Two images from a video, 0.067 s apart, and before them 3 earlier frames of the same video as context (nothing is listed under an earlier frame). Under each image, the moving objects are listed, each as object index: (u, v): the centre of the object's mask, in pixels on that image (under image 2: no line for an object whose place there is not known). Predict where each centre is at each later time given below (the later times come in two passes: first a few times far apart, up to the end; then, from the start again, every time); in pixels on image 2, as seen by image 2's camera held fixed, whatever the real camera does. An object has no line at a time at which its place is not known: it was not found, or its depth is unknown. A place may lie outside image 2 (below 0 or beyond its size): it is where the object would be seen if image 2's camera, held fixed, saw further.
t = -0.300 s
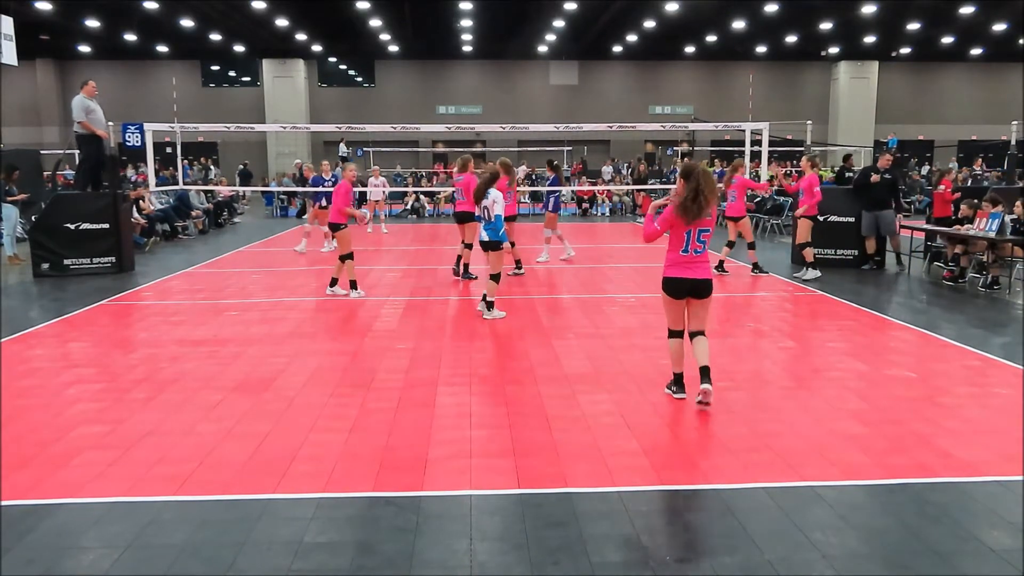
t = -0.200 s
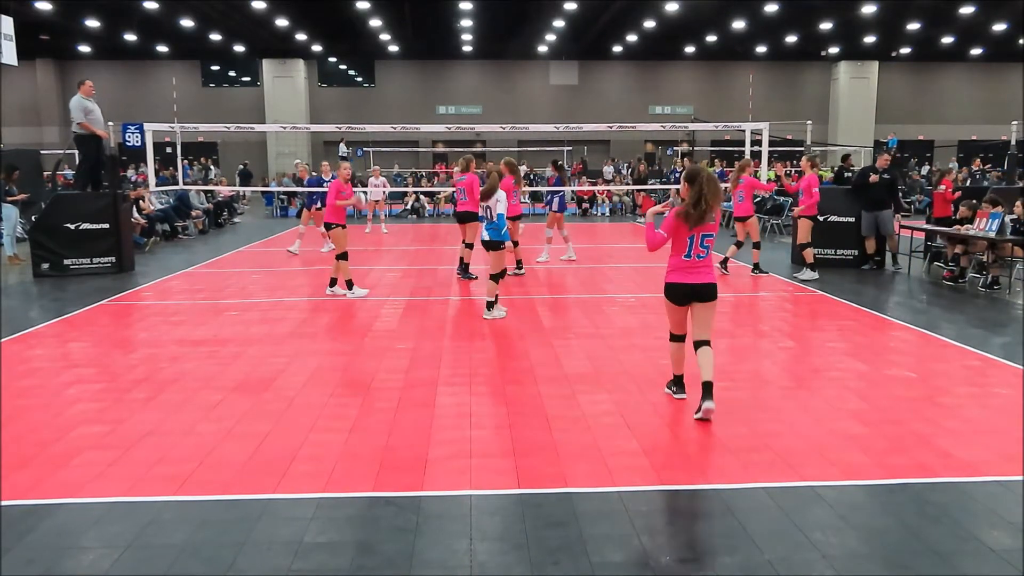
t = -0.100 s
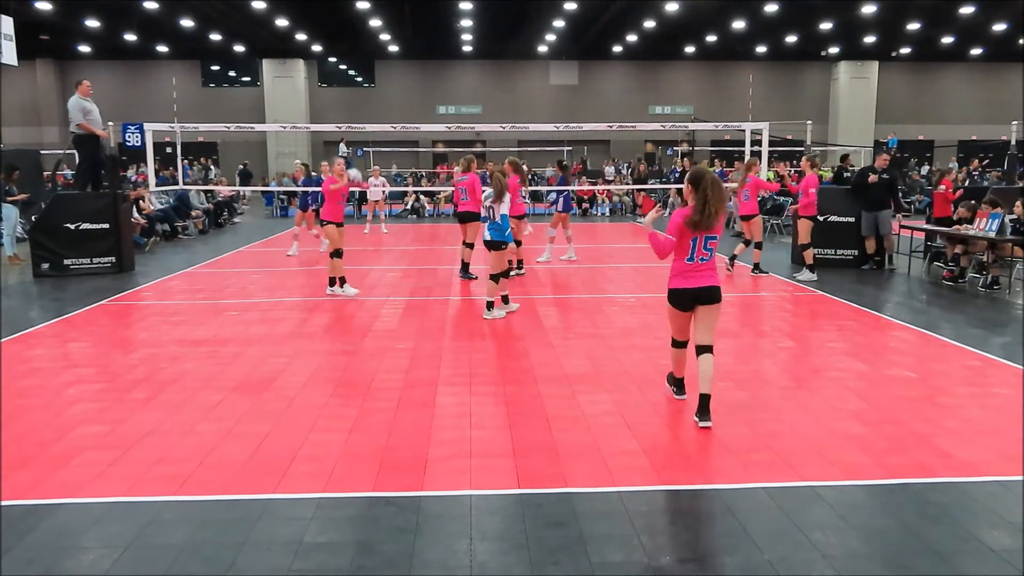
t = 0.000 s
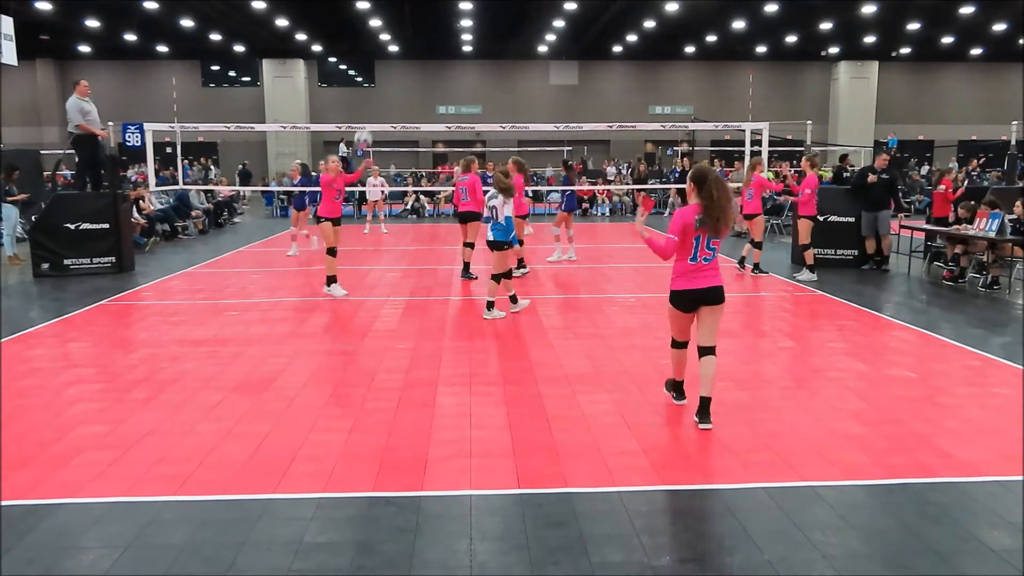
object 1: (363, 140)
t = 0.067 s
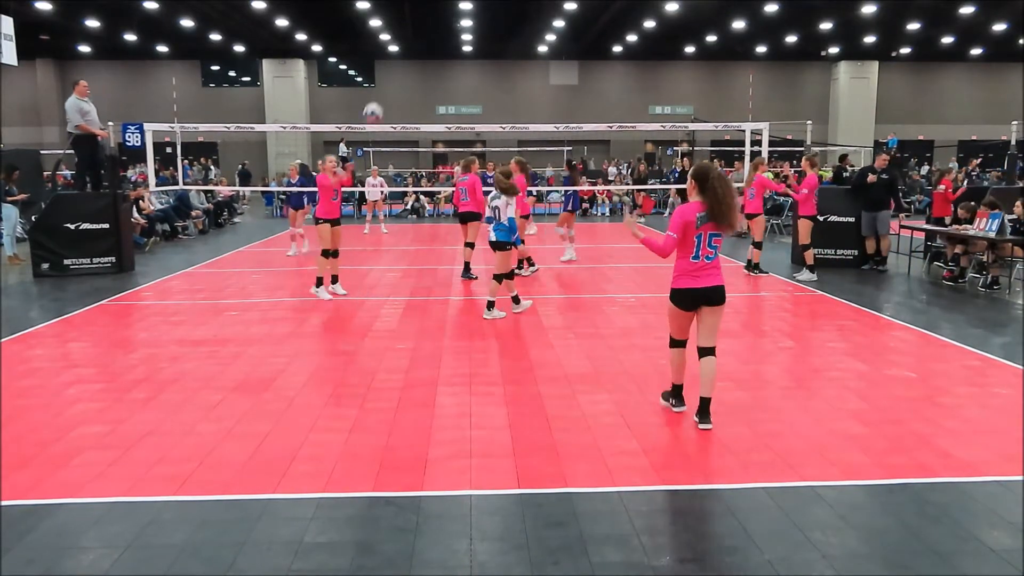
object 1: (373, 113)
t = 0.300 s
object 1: (415, 36)
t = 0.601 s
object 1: (492, 10)
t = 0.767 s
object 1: (549, 43)
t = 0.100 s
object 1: (378, 100)
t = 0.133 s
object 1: (384, 87)
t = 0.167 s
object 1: (390, 75)
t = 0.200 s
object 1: (395, 65)
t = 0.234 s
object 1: (401, 54)
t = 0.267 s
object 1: (408, 45)
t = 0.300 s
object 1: (415, 36)
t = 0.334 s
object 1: (422, 29)
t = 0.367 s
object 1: (429, 22)
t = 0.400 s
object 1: (437, 16)
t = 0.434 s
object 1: (445, 12)
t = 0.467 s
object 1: (452, 10)
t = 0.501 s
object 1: (462, 9)
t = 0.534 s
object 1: (471, 9)
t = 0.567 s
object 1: (483, 9)
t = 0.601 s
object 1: (492, 10)
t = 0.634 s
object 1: (502, 12)
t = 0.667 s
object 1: (513, 16)
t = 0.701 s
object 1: (525, 23)
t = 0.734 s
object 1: (536, 31)
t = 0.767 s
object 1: (549, 43)
